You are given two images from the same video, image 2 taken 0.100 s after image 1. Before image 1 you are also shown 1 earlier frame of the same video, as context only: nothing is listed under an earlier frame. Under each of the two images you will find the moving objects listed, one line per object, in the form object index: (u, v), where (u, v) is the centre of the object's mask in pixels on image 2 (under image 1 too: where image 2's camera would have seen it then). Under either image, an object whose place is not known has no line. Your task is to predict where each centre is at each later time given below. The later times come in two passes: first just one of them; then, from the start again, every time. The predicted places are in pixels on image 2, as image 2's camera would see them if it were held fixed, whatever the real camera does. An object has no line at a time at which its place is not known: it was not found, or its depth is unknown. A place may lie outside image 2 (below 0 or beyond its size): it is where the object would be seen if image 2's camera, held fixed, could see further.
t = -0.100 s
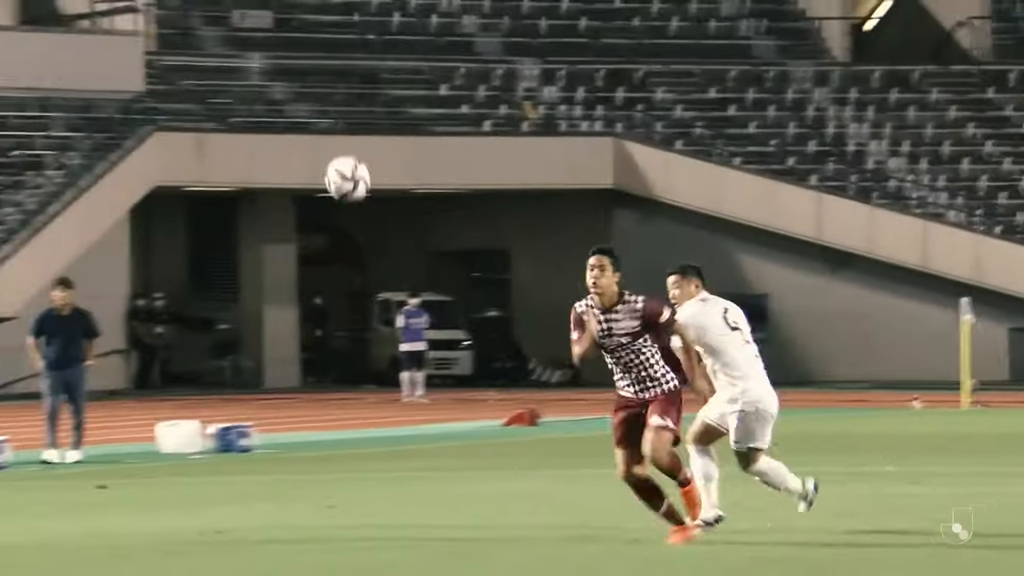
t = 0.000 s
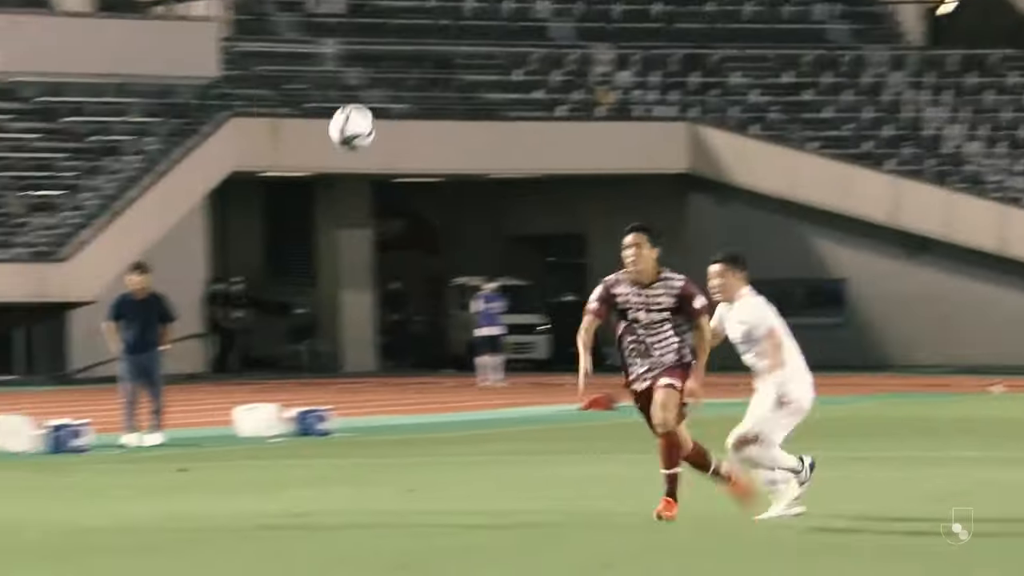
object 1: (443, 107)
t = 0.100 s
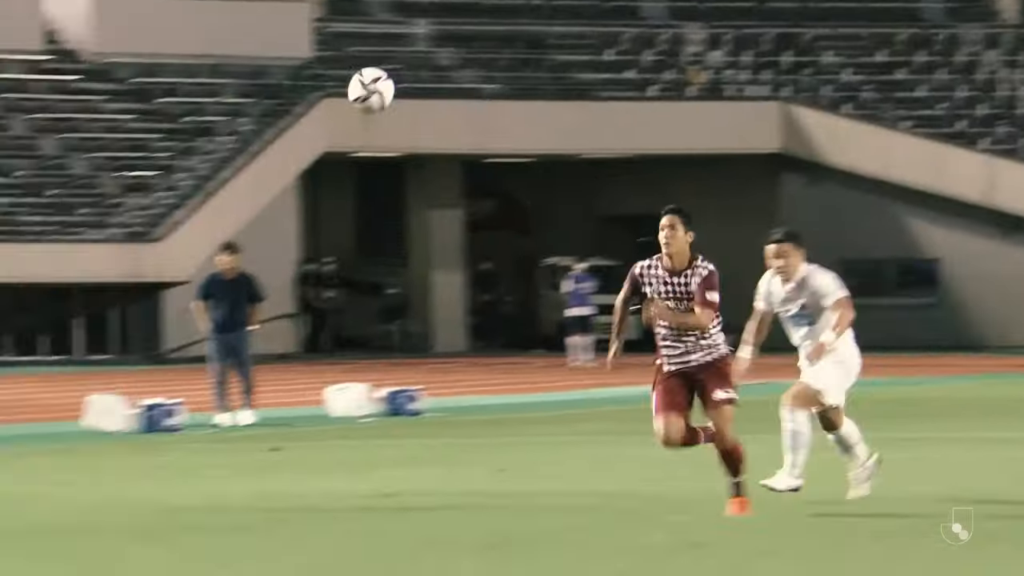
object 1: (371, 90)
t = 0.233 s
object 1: (271, 97)
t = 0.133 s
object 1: (347, 88)
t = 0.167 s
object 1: (322, 89)
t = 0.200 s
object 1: (296, 92)
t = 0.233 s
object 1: (271, 97)
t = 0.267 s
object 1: (246, 103)
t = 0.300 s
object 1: (220, 114)
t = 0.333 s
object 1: (194, 127)
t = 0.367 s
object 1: (167, 140)
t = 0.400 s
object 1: (139, 157)
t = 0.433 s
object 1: (111, 177)
